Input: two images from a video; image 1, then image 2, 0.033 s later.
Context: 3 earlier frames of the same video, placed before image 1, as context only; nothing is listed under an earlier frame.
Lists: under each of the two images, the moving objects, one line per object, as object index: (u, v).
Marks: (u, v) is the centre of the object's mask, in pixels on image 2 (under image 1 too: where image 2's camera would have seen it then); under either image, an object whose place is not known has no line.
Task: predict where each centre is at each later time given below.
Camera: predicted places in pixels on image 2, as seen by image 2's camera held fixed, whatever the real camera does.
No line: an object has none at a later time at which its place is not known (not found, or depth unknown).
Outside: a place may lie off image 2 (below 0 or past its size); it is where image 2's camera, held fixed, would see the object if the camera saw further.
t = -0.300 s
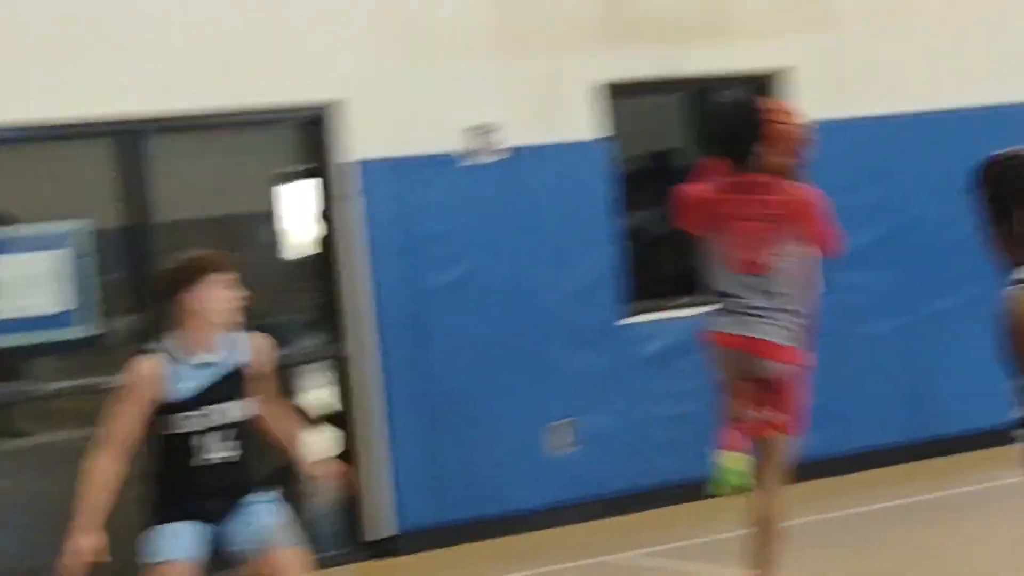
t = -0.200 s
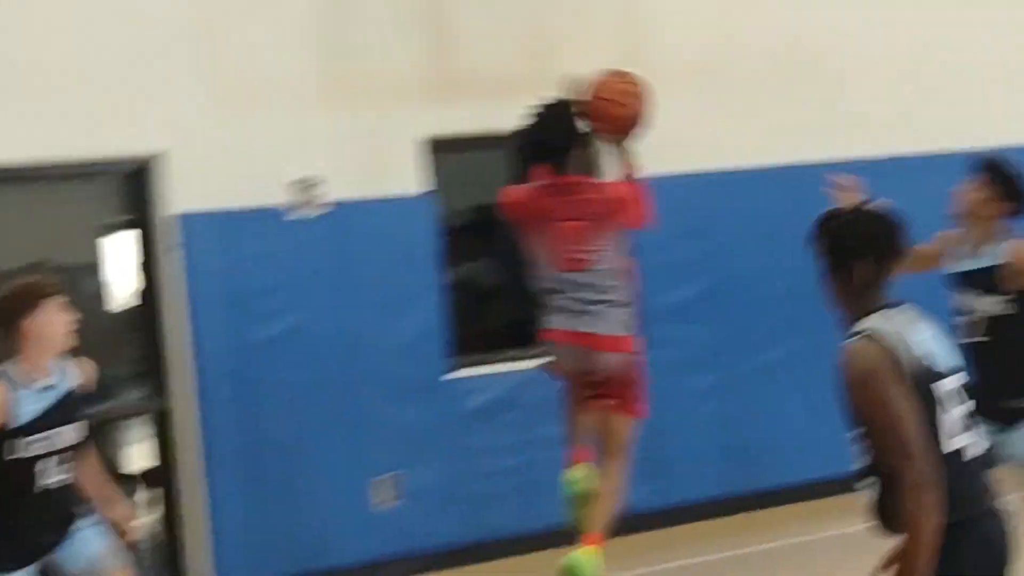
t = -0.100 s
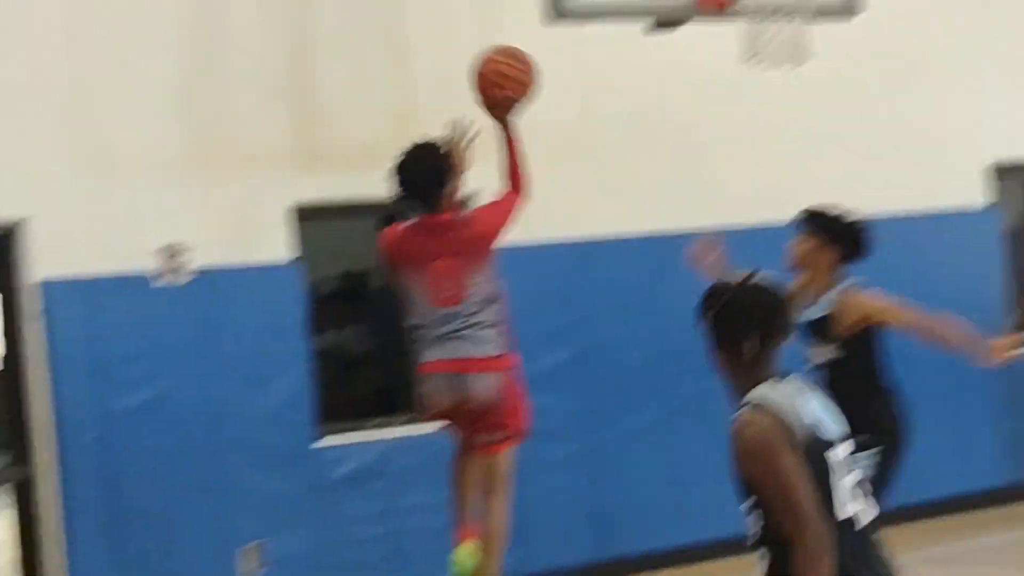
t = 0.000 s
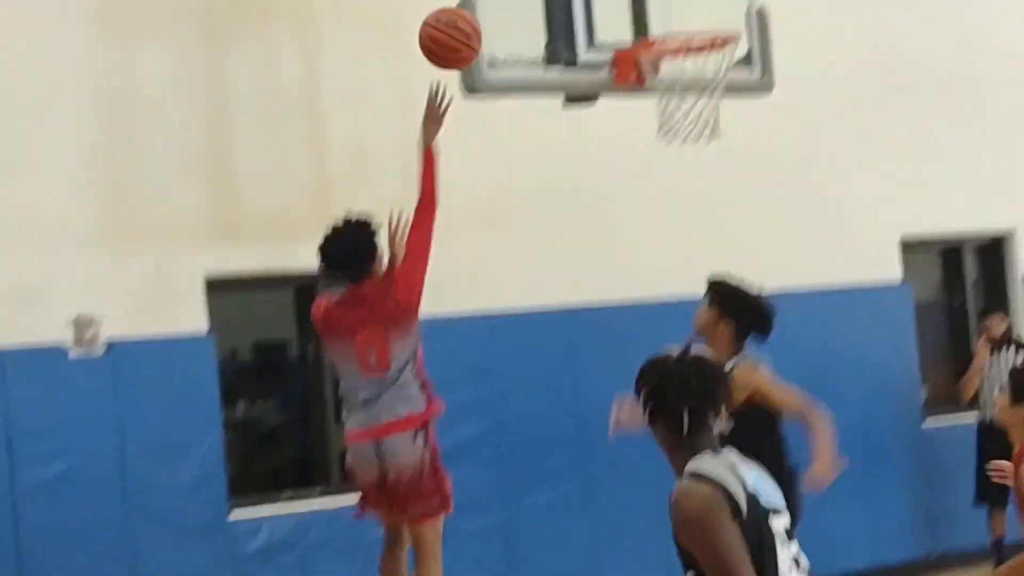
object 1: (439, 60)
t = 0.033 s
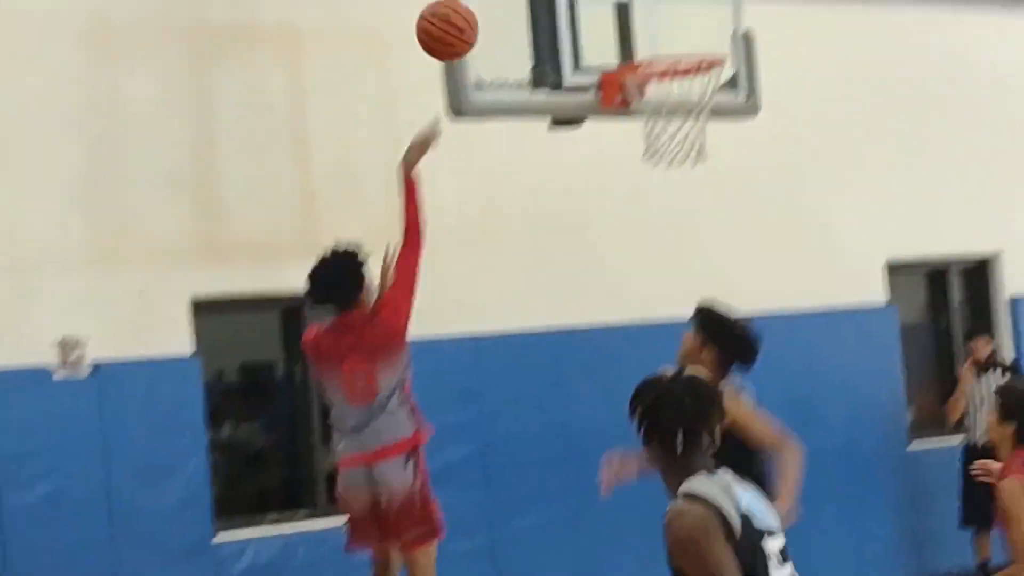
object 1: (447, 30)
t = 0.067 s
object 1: (456, 5)
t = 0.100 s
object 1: (466, -18)
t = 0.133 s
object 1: (478, -39)
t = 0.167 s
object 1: (489, -58)
